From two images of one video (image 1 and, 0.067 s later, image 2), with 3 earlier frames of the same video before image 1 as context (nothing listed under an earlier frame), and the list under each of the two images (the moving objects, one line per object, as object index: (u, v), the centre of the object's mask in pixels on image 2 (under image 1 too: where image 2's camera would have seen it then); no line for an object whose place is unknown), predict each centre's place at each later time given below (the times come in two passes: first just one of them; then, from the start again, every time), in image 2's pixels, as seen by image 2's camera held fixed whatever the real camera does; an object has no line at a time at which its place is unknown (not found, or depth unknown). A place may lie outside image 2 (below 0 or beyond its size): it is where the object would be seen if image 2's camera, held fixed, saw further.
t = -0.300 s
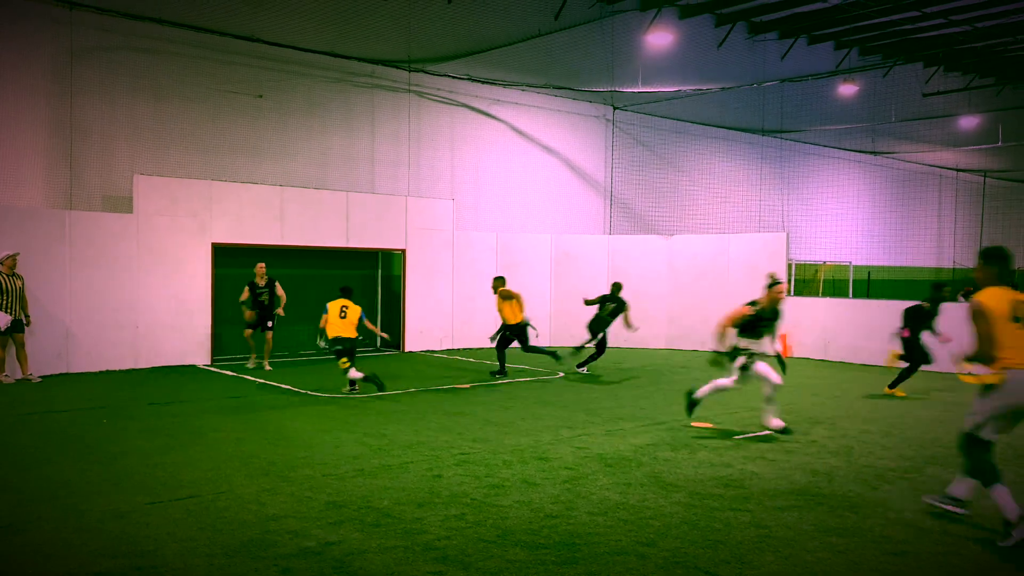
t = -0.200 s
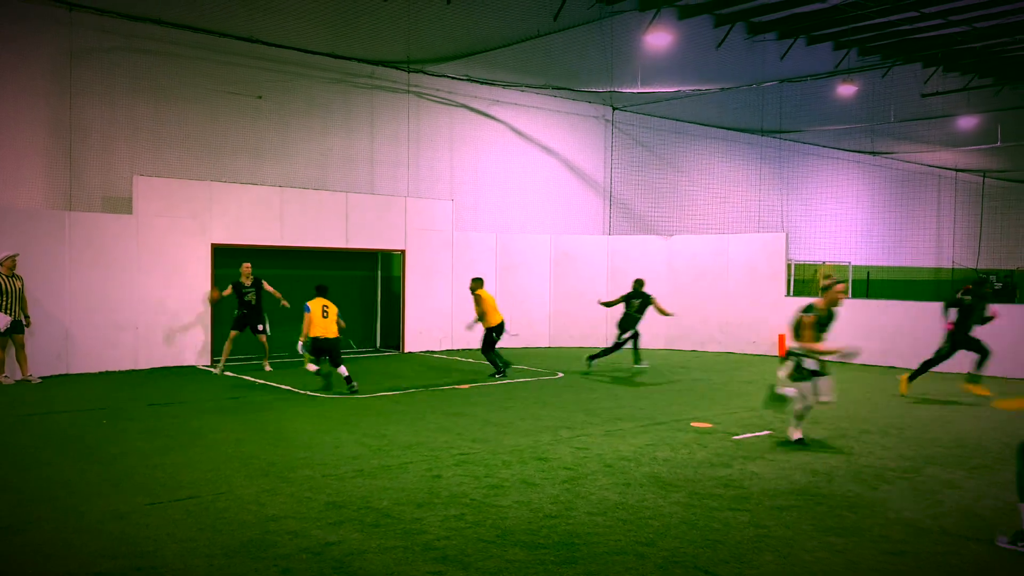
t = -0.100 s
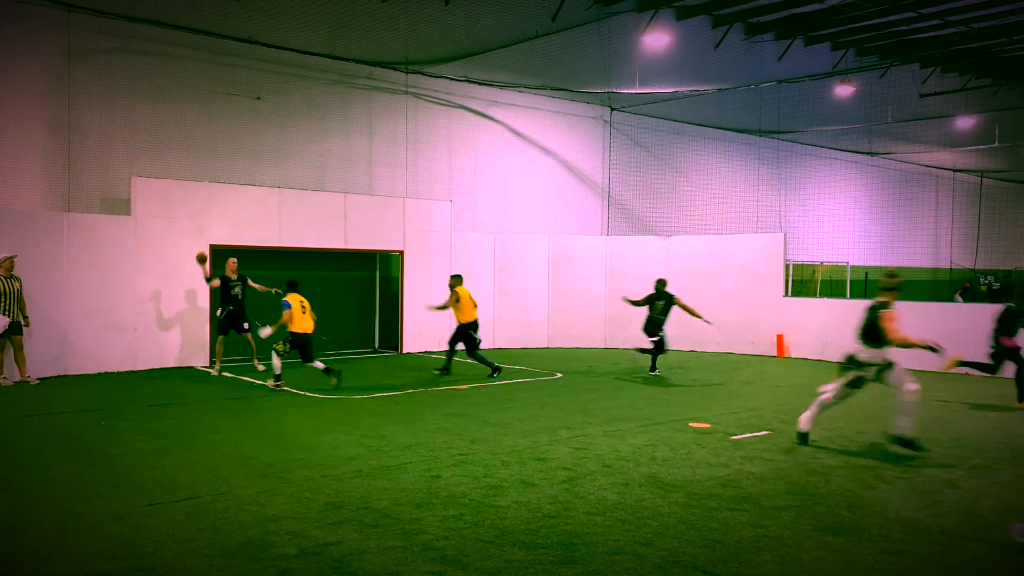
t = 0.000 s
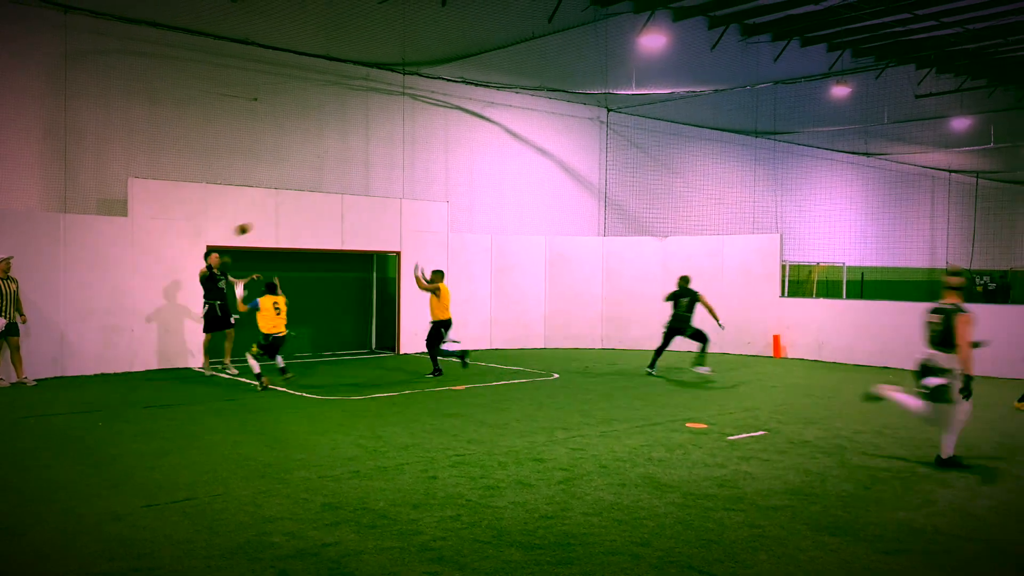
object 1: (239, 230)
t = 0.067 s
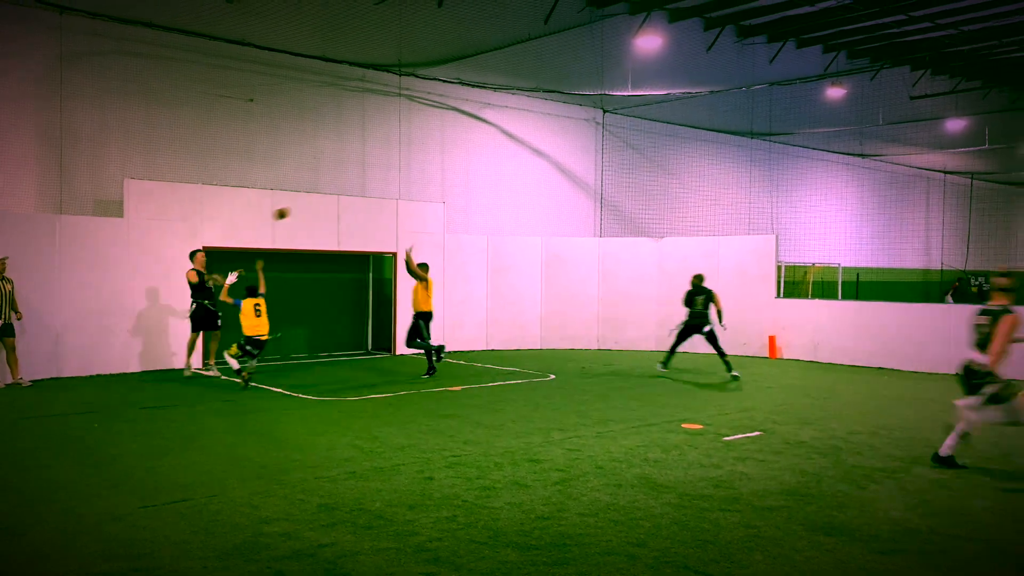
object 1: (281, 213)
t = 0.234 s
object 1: (387, 186)
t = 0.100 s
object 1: (302, 206)
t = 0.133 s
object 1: (323, 200)
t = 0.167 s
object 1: (345, 195)
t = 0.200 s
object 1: (365, 190)
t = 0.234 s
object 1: (387, 186)
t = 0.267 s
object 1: (408, 182)
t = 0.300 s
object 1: (429, 179)
